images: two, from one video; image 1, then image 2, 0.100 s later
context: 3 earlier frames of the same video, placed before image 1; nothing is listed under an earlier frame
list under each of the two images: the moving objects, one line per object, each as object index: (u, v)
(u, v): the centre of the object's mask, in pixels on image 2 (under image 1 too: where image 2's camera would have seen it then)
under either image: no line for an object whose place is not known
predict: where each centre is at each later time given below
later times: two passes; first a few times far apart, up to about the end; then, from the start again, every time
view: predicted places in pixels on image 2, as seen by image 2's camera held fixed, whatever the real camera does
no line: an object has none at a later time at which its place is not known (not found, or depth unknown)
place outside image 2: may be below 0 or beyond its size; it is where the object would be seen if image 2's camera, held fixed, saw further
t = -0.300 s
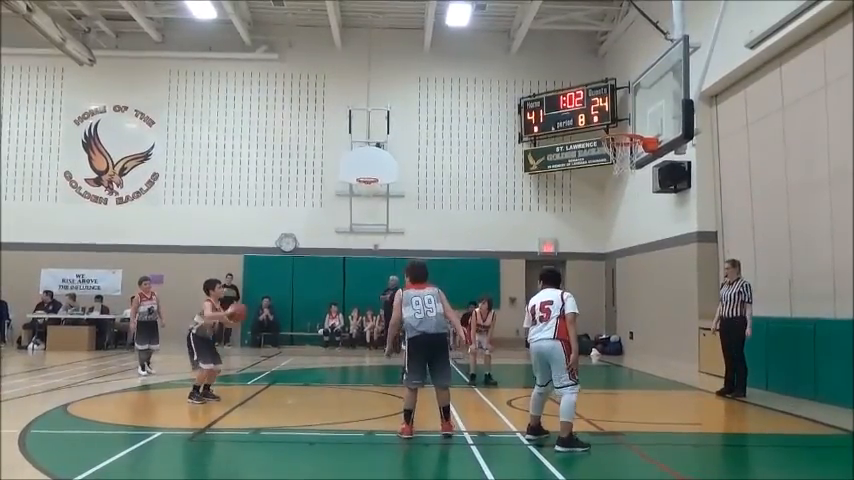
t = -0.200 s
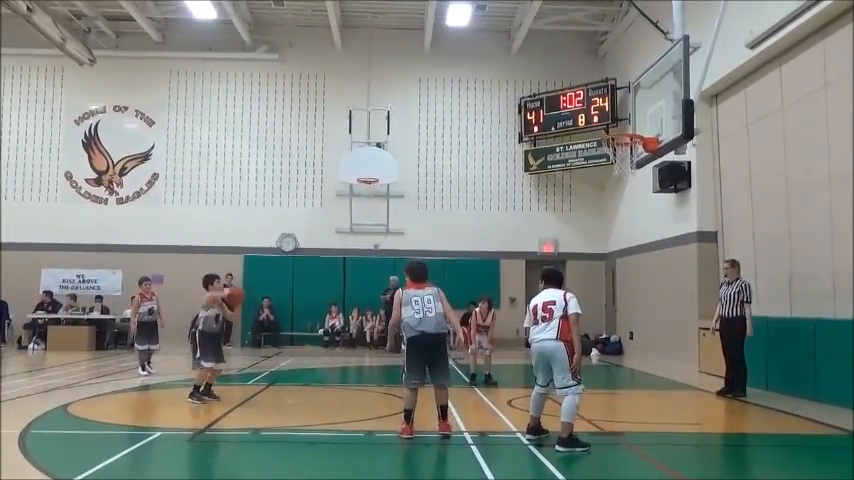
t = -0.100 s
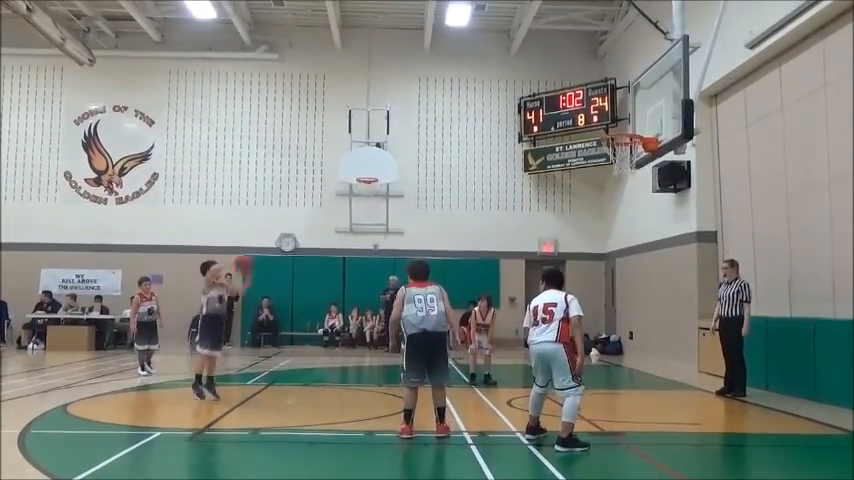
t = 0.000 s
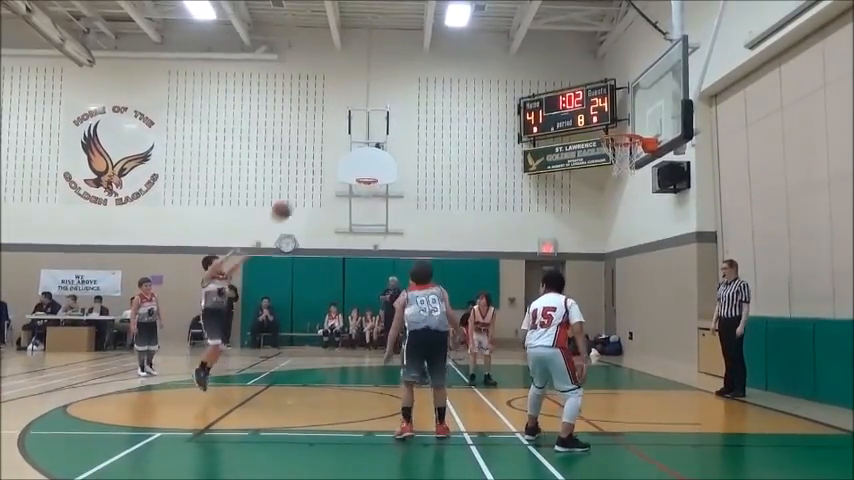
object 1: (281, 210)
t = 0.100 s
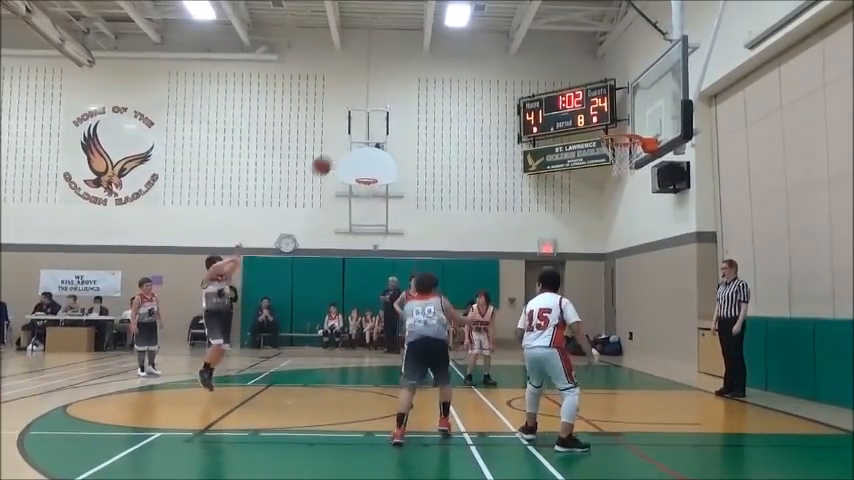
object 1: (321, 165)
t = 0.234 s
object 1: (374, 119)
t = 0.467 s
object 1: (463, 77)
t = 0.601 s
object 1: (511, 74)
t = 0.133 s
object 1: (334, 152)
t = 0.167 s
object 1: (348, 140)
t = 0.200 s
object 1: (360, 129)
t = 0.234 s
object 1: (374, 119)
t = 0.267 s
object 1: (387, 109)
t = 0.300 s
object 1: (399, 103)
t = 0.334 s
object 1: (412, 95)
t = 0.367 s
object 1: (425, 89)
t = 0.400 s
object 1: (438, 85)
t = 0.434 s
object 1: (450, 81)
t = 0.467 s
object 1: (463, 77)
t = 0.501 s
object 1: (475, 76)
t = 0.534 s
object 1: (487, 74)
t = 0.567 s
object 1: (499, 73)
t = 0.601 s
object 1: (511, 74)
